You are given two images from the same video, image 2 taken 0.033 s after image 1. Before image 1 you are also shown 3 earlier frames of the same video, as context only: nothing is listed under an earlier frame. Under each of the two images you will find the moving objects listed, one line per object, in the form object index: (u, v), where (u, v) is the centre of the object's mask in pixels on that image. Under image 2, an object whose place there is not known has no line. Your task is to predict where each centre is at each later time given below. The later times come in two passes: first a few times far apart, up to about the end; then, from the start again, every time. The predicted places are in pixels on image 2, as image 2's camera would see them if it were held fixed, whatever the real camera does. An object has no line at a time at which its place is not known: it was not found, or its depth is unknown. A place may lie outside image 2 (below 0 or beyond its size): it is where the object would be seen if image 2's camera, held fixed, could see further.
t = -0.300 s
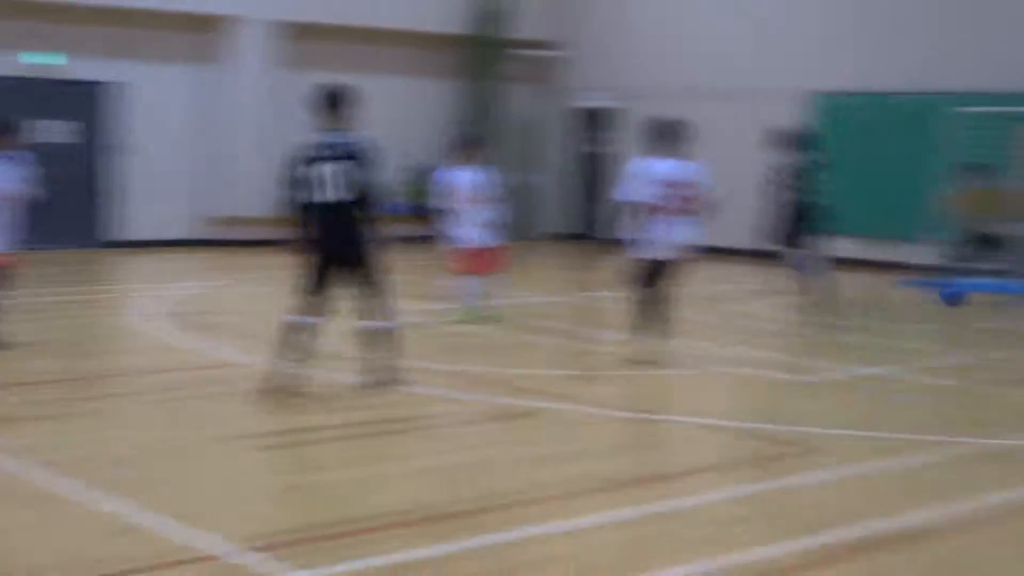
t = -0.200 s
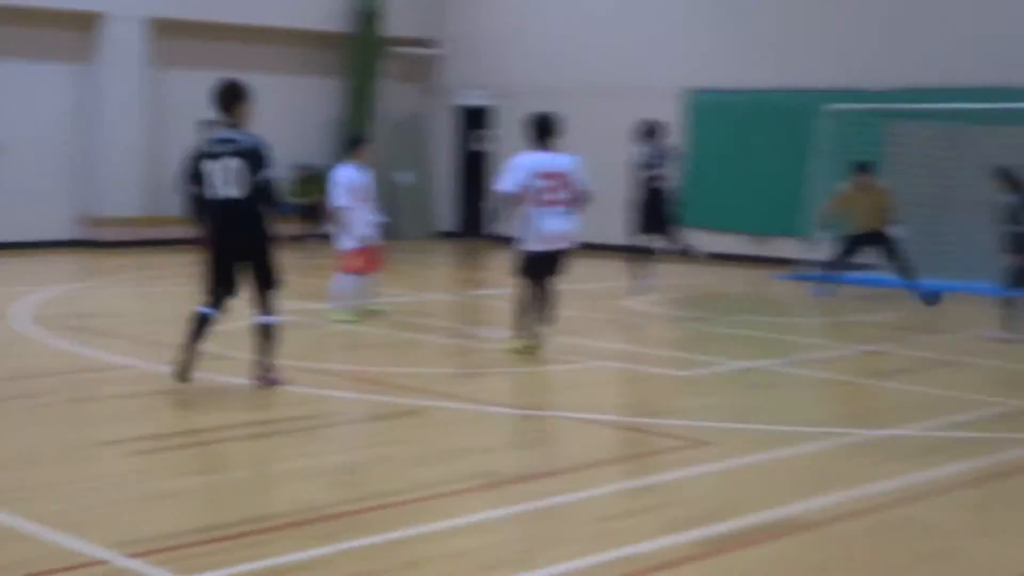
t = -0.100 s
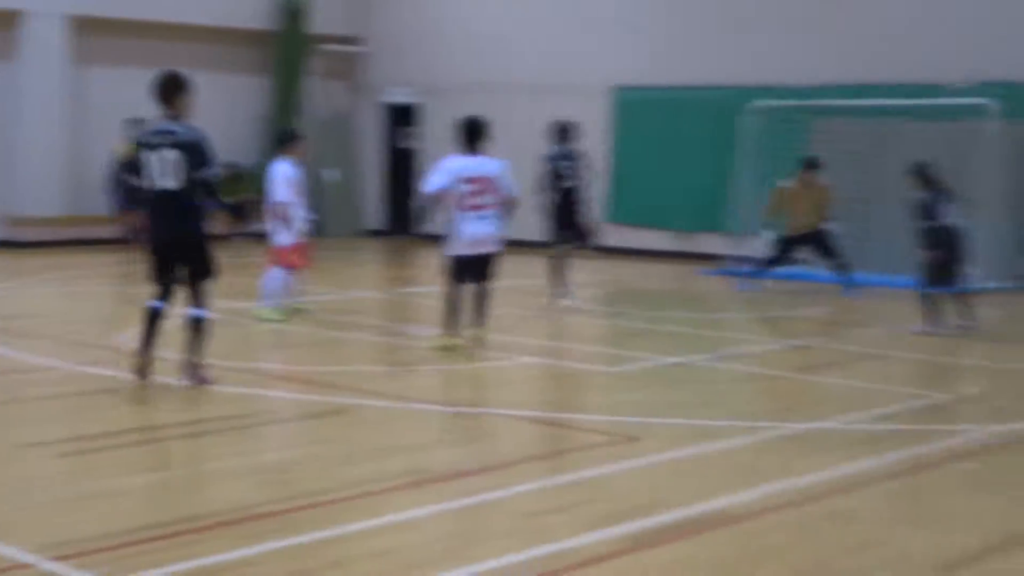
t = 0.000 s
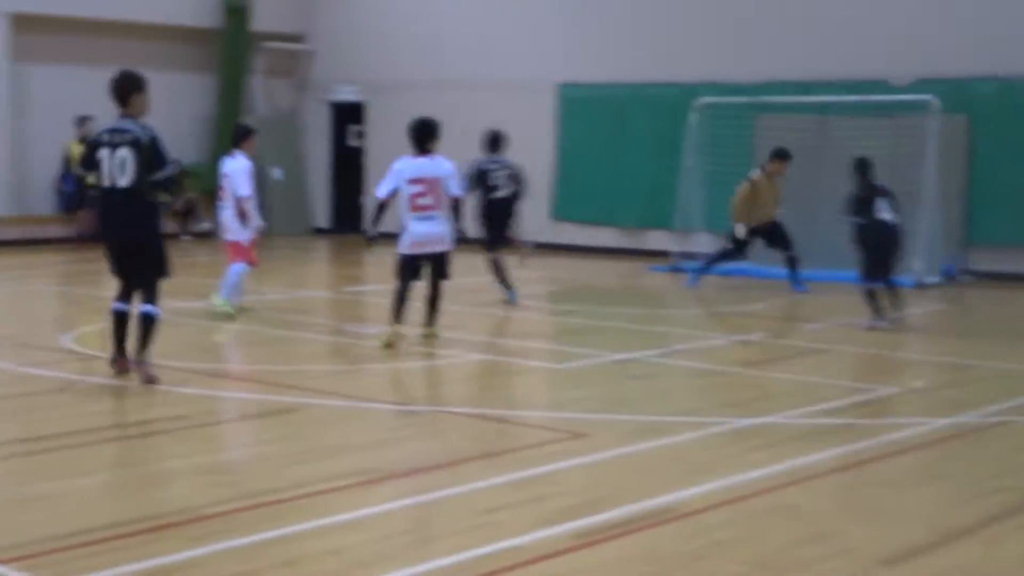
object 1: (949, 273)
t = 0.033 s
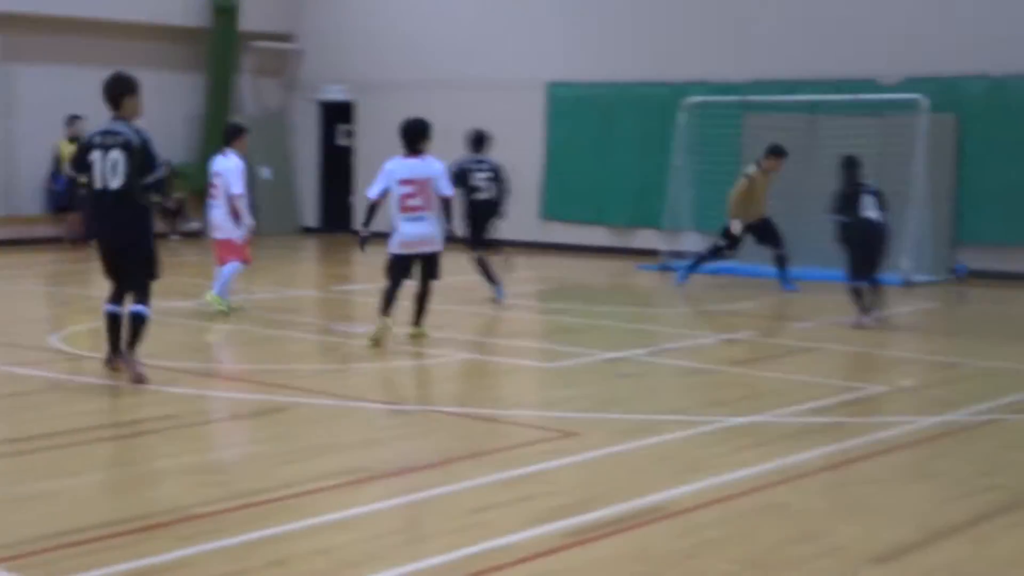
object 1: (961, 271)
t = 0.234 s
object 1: (1006, 244)
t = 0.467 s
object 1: (999, 230)
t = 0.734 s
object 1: (983, 277)
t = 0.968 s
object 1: (980, 294)
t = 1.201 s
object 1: (981, 312)
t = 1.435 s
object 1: (988, 323)
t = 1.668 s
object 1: (996, 329)
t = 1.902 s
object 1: (1004, 336)
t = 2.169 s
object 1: (1011, 344)
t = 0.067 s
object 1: (981, 273)
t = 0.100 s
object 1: (999, 271)
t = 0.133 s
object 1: (1013, 264)
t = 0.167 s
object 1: (1010, 257)
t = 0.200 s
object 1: (1009, 250)
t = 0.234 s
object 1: (1006, 244)
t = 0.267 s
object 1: (1006, 239)
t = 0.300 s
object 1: (1005, 238)
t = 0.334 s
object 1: (1003, 232)
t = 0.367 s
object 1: (1002, 230)
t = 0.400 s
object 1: (1001, 230)
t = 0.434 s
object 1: (1001, 230)
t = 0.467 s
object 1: (999, 230)
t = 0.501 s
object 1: (997, 230)
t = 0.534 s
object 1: (996, 232)
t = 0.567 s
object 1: (993, 237)
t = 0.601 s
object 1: (992, 243)
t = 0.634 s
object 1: (989, 250)
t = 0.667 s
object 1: (988, 255)
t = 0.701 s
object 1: (985, 267)
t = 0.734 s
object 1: (983, 277)
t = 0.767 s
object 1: (981, 289)
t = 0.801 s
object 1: (979, 301)
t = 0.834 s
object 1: (979, 299)
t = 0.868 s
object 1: (980, 295)
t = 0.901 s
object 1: (981, 294)
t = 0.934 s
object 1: (980, 294)
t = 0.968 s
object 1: (980, 294)
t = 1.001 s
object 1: (980, 295)
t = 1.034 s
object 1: (980, 297)
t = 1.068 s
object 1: (980, 301)
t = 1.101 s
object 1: (979, 308)
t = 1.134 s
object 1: (980, 314)
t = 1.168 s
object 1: (981, 312)
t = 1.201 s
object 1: (981, 312)
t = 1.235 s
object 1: (983, 312)
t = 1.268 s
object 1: (983, 314)
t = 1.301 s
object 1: (984, 318)
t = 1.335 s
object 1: (985, 320)
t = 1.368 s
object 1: (986, 320)
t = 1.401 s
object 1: (987, 321)
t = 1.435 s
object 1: (988, 323)
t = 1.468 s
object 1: (990, 323)
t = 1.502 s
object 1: (991, 324)
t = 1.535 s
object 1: (992, 325)
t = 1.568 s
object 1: (993, 326)
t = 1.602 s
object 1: (994, 327)
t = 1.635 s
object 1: (996, 328)
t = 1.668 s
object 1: (996, 329)
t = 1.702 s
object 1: (998, 330)
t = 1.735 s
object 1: (999, 331)
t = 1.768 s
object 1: (1000, 332)
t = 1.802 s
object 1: (1002, 333)
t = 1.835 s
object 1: (1002, 333)
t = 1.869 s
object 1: (1003, 335)
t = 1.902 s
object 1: (1004, 336)
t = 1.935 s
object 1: (1005, 336)
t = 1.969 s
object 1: (1006, 337)
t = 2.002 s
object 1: (1007, 338)
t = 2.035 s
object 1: (1008, 339)
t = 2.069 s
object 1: (1009, 340)
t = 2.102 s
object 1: (1009, 341)
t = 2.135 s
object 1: (1010, 343)
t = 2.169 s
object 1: (1011, 344)
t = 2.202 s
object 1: (1011, 345)
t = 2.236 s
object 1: (1012, 346)
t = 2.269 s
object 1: (1013, 347)
